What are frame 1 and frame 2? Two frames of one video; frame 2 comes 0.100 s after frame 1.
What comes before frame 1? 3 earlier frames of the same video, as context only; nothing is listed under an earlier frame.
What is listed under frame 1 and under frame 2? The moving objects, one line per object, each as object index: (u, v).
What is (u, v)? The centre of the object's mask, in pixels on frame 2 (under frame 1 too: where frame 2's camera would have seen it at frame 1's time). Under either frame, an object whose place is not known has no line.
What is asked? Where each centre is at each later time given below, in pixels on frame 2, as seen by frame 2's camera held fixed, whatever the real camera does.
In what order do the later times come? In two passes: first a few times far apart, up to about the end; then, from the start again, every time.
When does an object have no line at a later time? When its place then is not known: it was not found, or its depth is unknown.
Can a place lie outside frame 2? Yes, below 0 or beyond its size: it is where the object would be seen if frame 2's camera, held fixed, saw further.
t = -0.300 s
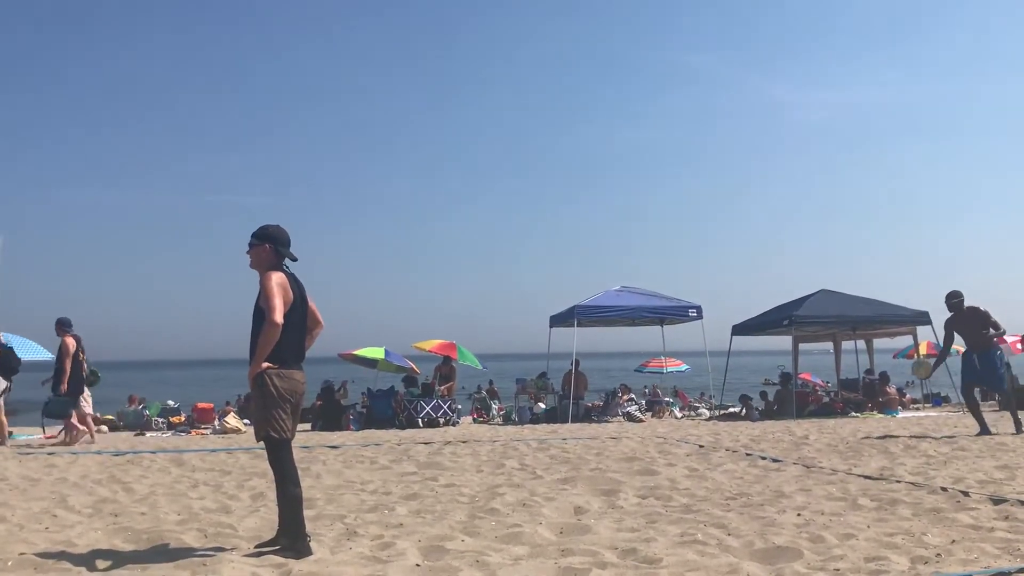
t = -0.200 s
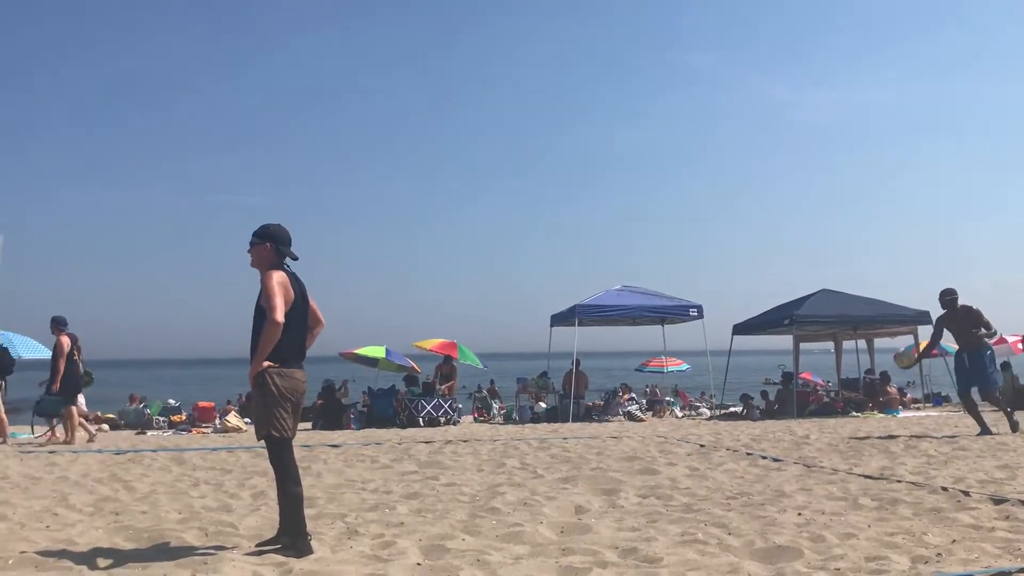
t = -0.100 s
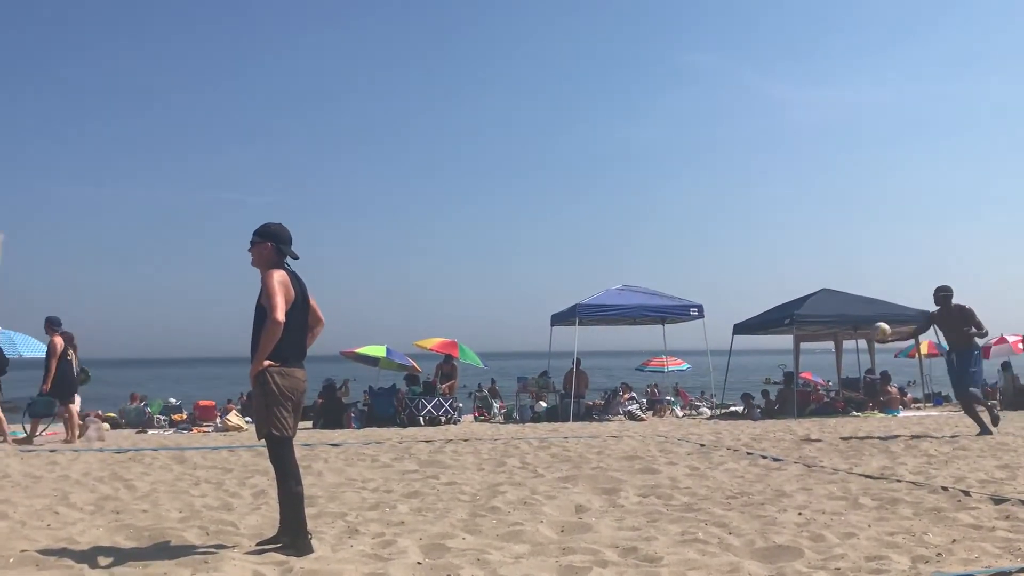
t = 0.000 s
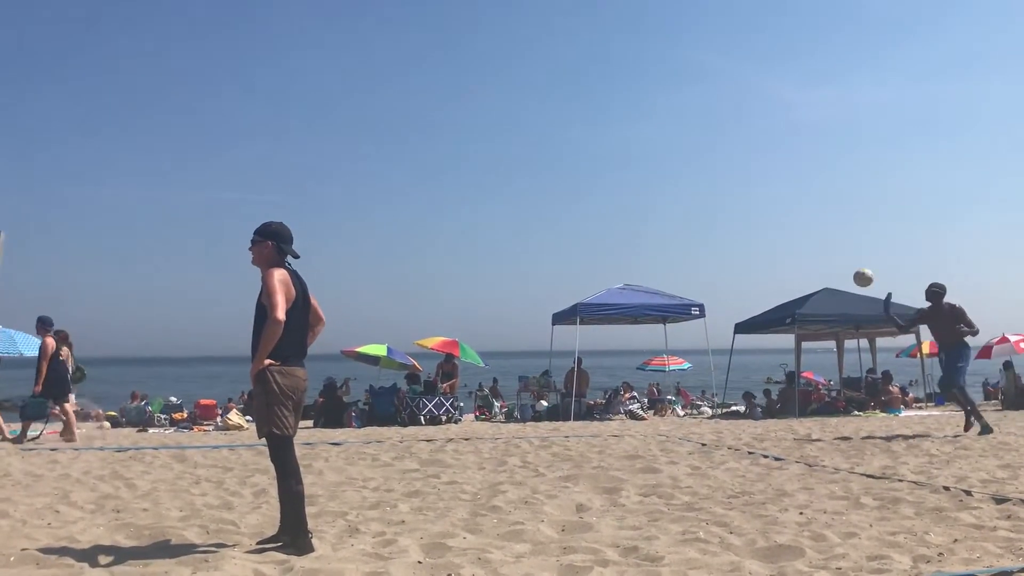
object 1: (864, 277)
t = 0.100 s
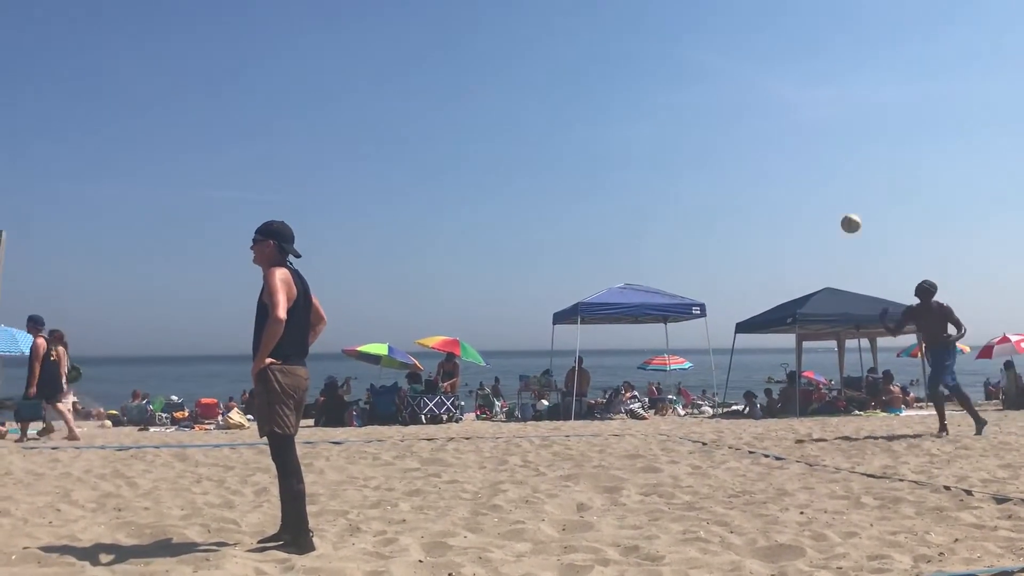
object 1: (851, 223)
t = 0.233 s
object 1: (835, 166)
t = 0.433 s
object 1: (812, 108)
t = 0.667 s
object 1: (788, 84)
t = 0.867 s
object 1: (770, 101)
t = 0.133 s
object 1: (847, 208)
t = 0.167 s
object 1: (843, 193)
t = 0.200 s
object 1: (839, 179)
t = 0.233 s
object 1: (835, 166)
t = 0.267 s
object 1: (831, 154)
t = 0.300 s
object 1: (827, 143)
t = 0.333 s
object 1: (823, 133)
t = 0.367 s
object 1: (820, 124)
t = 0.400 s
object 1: (816, 115)
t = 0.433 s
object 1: (812, 108)
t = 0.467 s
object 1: (808, 102)
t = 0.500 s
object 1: (805, 96)
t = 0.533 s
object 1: (802, 92)
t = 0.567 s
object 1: (798, 88)
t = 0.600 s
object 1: (795, 86)
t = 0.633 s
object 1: (792, 84)
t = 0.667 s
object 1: (788, 84)
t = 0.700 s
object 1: (785, 84)
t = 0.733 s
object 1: (782, 85)
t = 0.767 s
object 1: (779, 88)
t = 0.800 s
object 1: (776, 92)
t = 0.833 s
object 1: (773, 96)
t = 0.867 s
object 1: (770, 101)
